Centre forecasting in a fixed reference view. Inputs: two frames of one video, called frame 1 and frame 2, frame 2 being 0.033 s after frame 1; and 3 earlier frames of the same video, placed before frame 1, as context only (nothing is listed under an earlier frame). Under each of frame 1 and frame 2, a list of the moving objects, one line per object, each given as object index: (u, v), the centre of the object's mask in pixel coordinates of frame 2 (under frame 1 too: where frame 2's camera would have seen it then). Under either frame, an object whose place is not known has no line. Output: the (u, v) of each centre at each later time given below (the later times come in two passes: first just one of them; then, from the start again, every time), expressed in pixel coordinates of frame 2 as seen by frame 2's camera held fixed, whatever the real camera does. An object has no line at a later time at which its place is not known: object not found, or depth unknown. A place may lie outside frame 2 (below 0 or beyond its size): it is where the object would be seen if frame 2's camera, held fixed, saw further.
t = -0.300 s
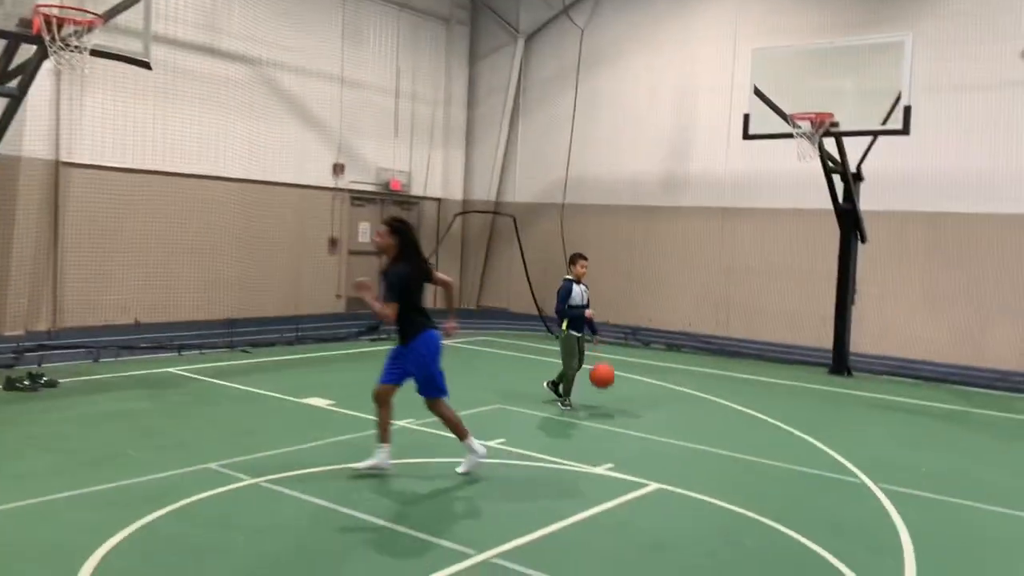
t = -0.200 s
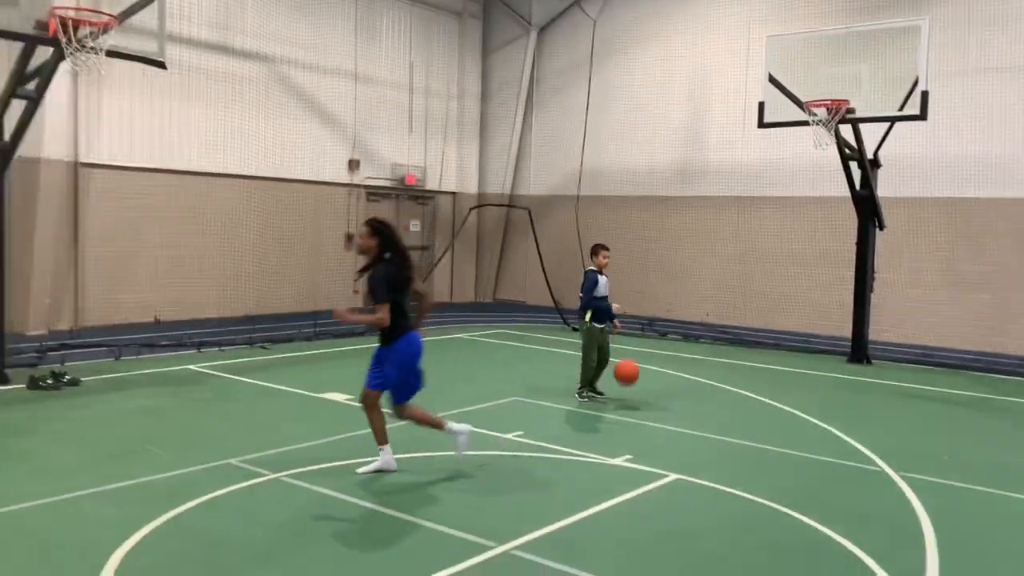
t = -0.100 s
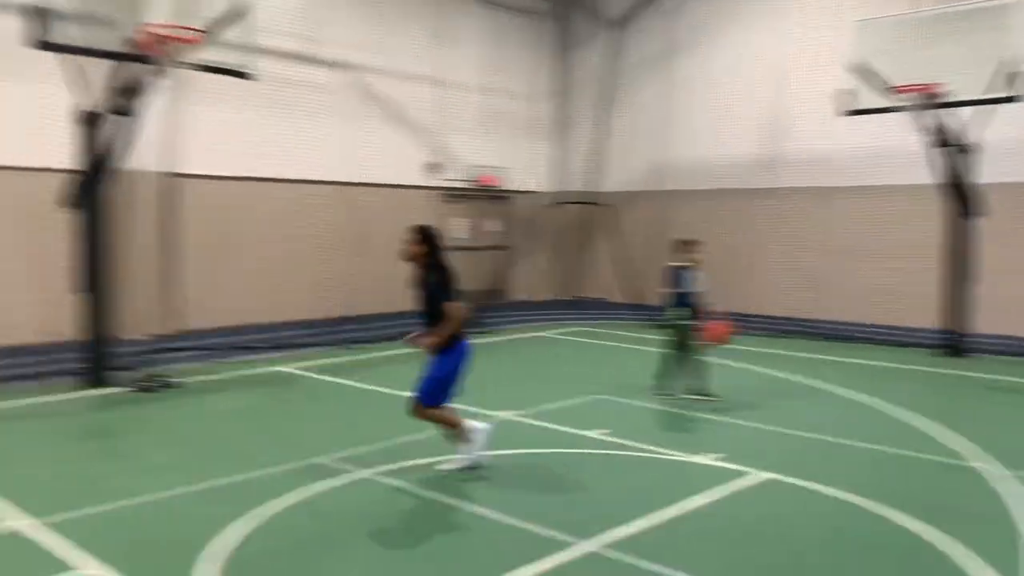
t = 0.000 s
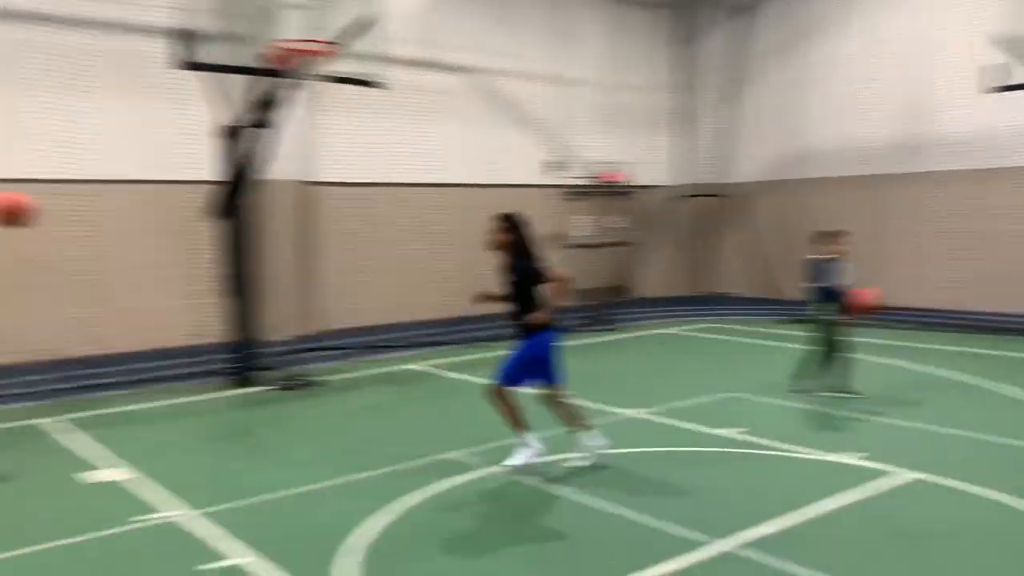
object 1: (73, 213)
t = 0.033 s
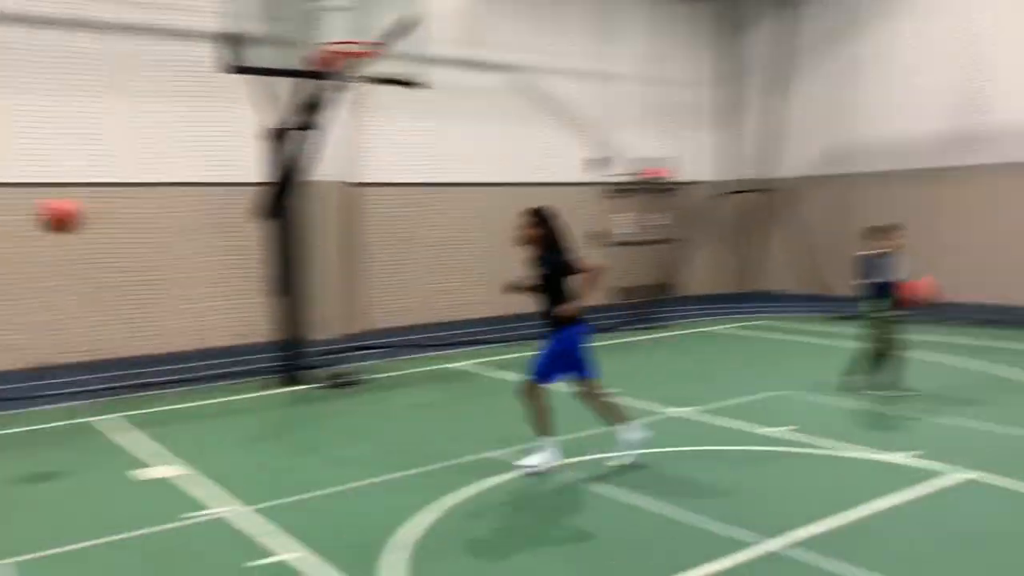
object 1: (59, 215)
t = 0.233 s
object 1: (25, 271)
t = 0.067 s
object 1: (52, 220)
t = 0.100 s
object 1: (46, 227)
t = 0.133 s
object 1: (43, 235)
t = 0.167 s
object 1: (37, 246)
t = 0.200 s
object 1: (31, 258)
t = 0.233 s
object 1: (25, 271)
